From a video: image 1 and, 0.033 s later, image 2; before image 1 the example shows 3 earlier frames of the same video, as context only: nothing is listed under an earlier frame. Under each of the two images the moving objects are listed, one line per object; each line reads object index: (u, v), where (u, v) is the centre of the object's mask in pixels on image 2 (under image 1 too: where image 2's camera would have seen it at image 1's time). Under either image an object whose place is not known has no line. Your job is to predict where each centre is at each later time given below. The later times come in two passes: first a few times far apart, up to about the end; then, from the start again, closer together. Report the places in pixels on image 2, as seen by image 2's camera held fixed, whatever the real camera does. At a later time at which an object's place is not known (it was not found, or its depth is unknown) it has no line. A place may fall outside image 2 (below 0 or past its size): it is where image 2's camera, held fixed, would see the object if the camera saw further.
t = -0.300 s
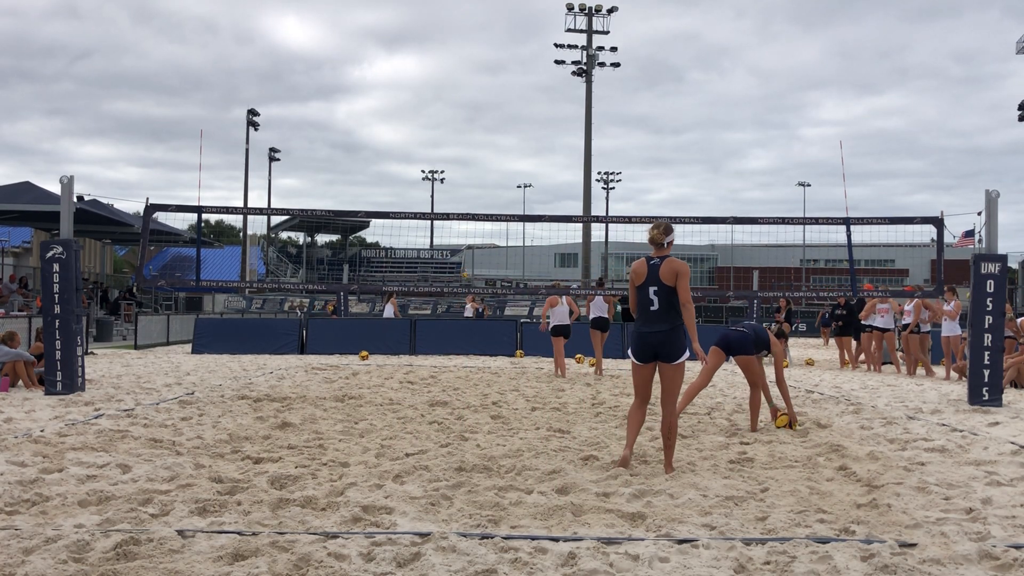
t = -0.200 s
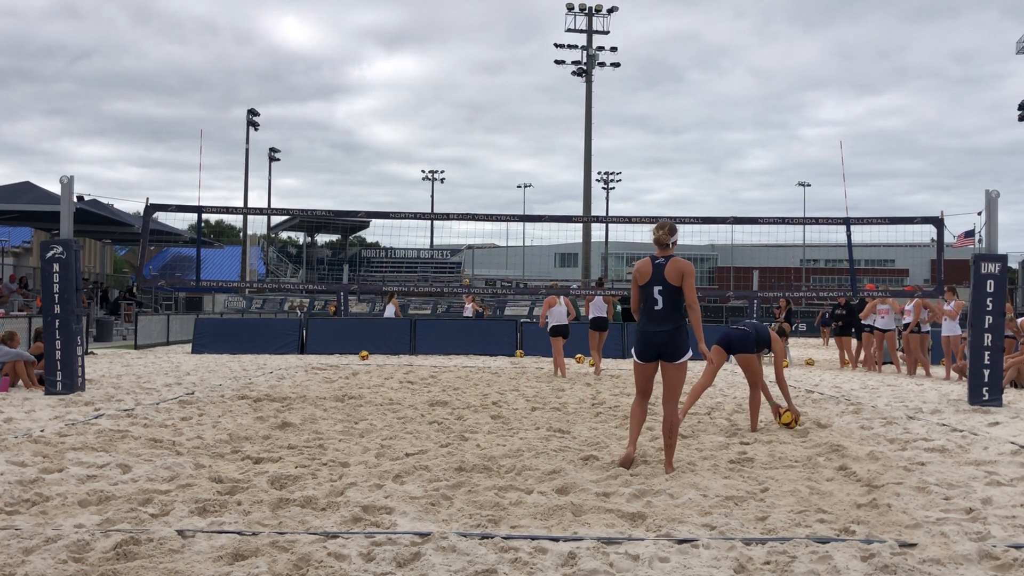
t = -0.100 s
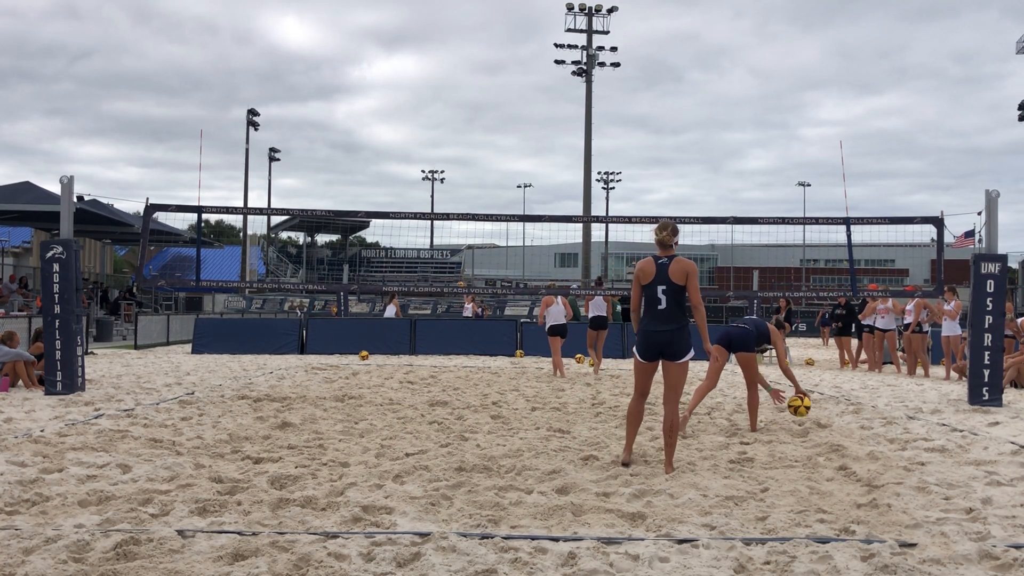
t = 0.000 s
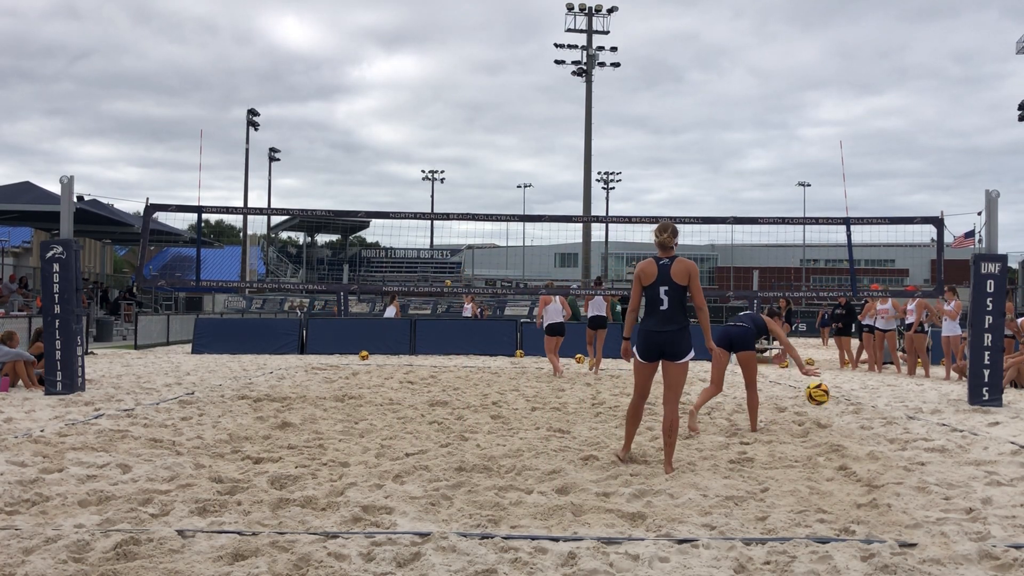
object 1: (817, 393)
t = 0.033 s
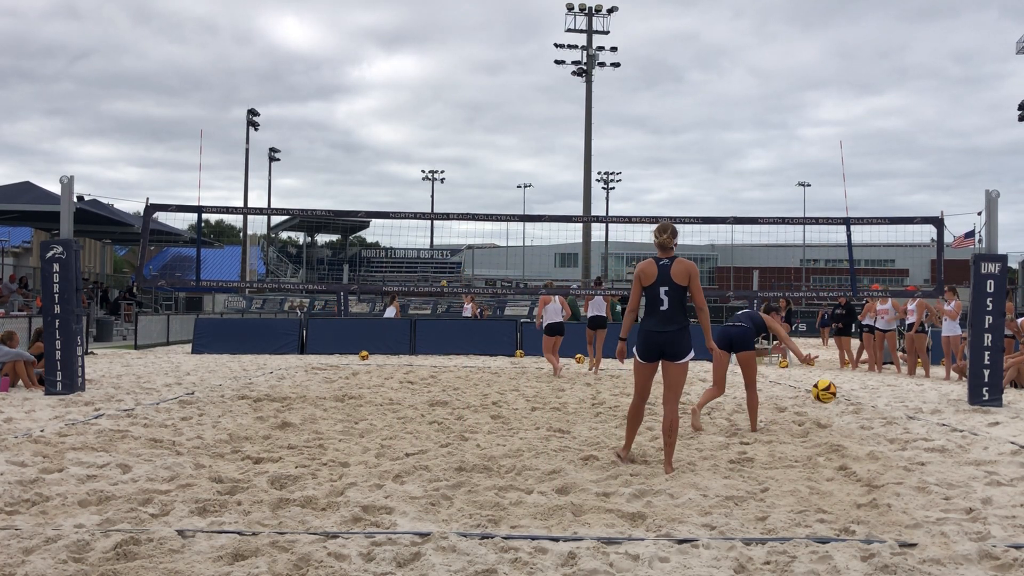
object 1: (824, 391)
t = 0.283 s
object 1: (883, 413)
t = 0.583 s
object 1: (960, 460)
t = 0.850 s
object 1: (1016, 480)
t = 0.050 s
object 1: (827, 390)
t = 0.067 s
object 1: (831, 389)
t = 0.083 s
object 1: (835, 390)
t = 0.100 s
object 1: (838, 390)
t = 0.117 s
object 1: (842, 389)
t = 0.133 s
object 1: (846, 390)
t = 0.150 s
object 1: (850, 392)
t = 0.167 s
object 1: (854, 393)
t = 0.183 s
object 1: (857, 394)
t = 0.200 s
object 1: (861, 396)
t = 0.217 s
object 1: (866, 399)
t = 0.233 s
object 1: (870, 402)
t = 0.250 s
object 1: (874, 405)
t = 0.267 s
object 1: (878, 409)
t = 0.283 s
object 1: (883, 413)
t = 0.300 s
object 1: (887, 418)
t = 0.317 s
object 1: (892, 423)
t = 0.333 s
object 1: (897, 429)
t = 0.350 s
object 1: (901, 435)
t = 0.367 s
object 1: (907, 441)
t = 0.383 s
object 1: (911, 449)
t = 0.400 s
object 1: (916, 453)
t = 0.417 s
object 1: (920, 453)
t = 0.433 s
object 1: (923, 452)
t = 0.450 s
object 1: (927, 452)
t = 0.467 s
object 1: (931, 452)
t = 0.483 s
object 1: (934, 452)
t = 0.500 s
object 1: (939, 452)
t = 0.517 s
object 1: (943, 453)
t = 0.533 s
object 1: (947, 454)
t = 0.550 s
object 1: (951, 455)
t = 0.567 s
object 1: (955, 458)
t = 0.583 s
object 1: (960, 460)
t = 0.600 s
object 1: (964, 464)
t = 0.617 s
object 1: (968, 467)
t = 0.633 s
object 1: (972, 469)
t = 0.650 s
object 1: (976, 469)
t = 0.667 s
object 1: (980, 469)
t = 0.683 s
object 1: (984, 470)
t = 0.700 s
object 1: (988, 471)
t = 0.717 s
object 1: (992, 473)
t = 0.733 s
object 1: (996, 475)
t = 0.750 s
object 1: (1000, 478)
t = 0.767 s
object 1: (1005, 480)
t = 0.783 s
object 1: (1008, 481)
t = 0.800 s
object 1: (1010, 481)
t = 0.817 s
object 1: (1012, 480)
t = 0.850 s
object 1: (1016, 480)
